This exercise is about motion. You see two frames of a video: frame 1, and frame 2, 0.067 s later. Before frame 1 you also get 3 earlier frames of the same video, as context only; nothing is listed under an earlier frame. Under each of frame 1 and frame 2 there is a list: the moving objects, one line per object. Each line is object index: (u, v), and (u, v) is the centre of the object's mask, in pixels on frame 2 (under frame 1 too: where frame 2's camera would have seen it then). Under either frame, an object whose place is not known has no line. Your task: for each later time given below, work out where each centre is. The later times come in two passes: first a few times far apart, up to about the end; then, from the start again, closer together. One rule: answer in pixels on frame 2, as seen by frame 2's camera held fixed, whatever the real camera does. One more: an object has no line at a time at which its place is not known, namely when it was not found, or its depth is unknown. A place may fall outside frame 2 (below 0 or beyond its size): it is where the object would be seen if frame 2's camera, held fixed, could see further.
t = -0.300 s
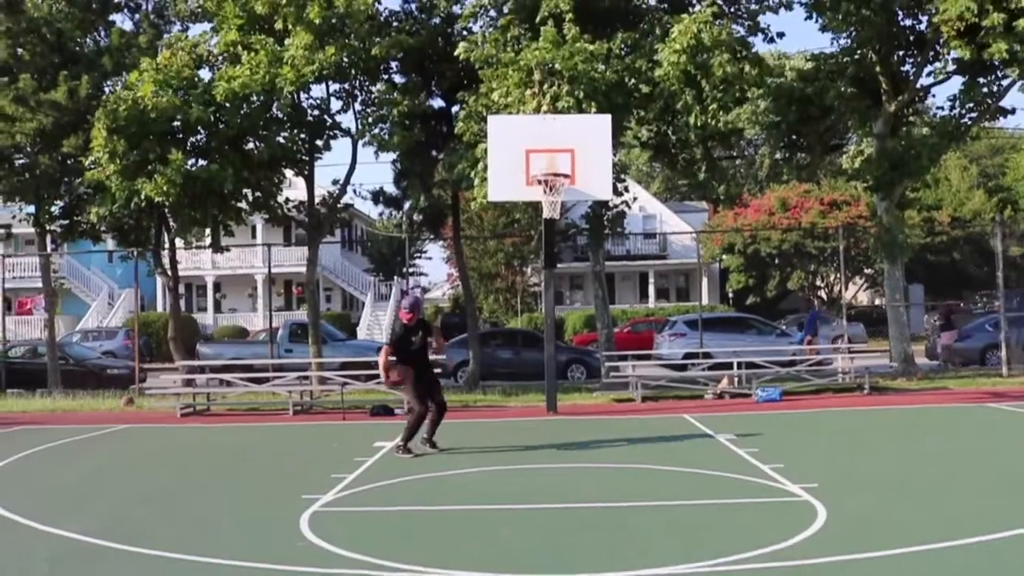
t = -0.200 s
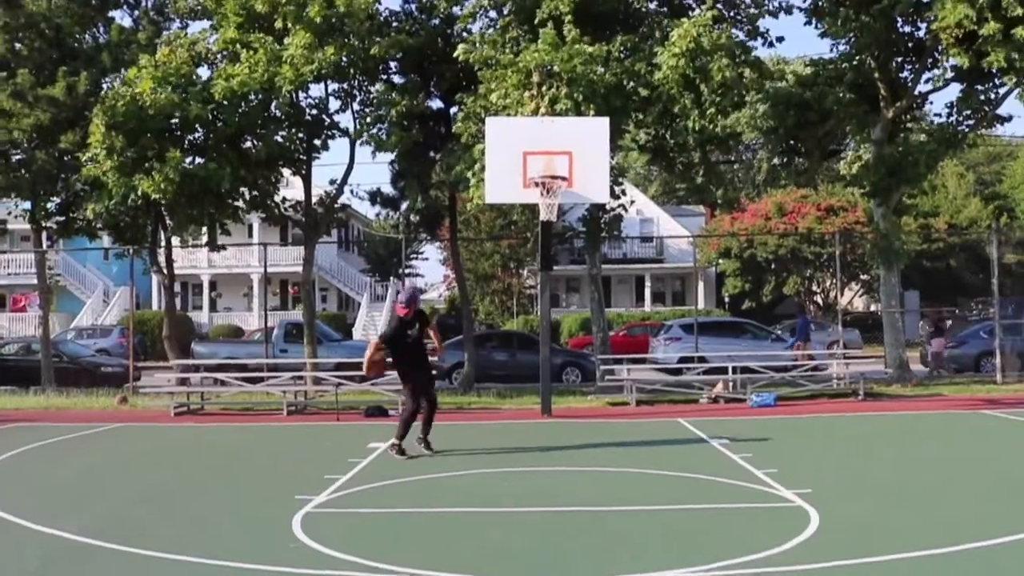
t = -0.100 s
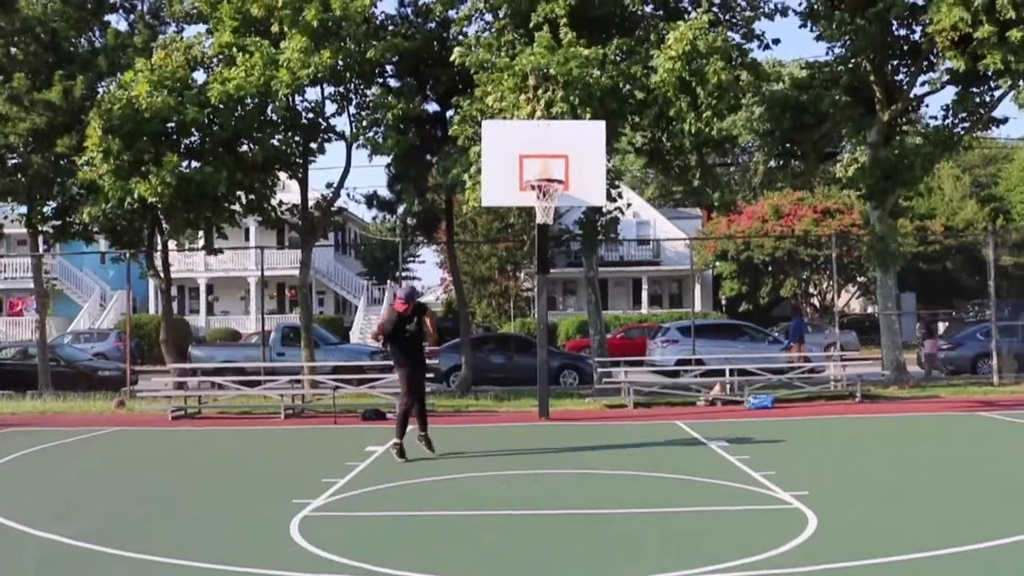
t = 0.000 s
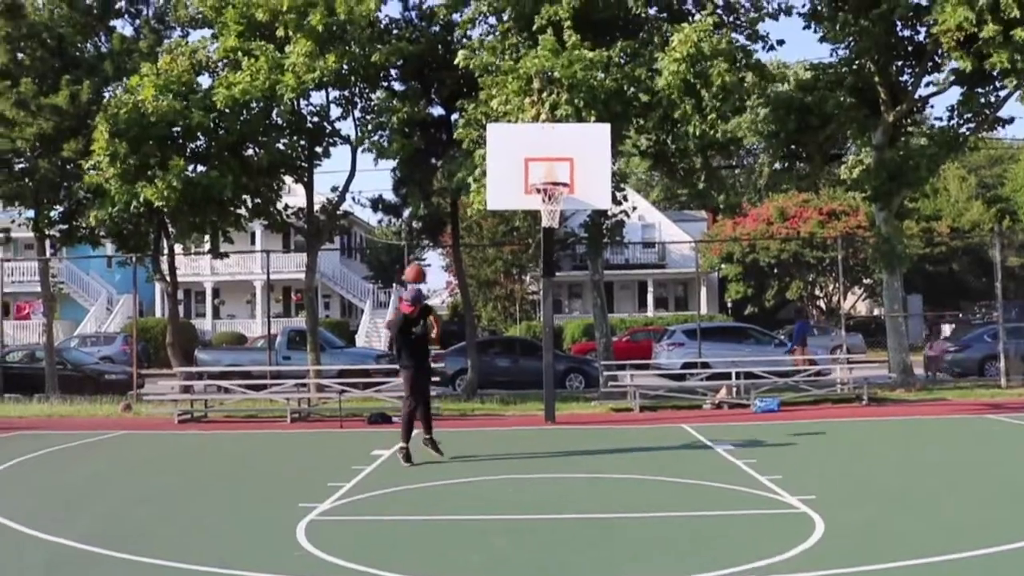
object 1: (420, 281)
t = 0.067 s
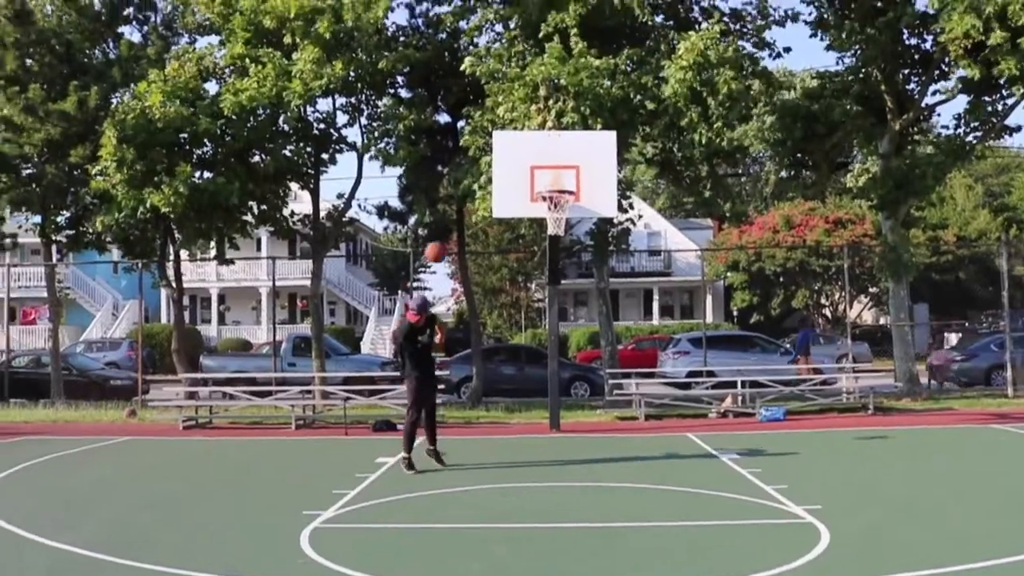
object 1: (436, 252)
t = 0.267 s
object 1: (477, 194)
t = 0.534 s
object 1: (529, 175)
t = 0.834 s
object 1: (554, 203)
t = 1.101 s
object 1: (547, 231)
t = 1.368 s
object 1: (552, 304)
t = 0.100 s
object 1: (442, 240)
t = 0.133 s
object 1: (449, 228)
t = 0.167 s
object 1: (456, 218)
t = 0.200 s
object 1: (463, 209)
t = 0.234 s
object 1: (470, 200)
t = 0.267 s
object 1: (477, 194)
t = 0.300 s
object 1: (484, 188)
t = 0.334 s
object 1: (491, 183)
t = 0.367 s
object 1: (497, 179)
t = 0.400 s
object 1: (504, 176)
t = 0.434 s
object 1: (510, 174)
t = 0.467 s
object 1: (516, 173)
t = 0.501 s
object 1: (522, 173)
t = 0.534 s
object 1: (529, 175)
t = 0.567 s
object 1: (535, 176)
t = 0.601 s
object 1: (543, 179)
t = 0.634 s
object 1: (548, 182)
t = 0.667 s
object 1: (555, 186)
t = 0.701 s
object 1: (562, 186)
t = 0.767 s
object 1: (561, 198)
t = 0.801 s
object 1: (556, 202)
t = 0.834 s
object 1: (554, 203)
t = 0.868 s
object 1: (555, 203)
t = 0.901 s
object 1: (555, 201)
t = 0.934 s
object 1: (554, 205)
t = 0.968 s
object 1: (556, 205)
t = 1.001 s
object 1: (553, 207)
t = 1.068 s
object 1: (546, 227)
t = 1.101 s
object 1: (547, 231)
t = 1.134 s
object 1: (550, 236)
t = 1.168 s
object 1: (551, 243)
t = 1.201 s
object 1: (550, 250)
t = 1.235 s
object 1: (552, 261)
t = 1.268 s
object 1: (552, 271)
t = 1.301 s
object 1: (552, 281)
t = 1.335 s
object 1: (552, 293)
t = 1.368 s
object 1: (552, 304)
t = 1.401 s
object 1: (551, 319)
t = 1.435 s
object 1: (552, 334)
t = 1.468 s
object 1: (553, 349)
